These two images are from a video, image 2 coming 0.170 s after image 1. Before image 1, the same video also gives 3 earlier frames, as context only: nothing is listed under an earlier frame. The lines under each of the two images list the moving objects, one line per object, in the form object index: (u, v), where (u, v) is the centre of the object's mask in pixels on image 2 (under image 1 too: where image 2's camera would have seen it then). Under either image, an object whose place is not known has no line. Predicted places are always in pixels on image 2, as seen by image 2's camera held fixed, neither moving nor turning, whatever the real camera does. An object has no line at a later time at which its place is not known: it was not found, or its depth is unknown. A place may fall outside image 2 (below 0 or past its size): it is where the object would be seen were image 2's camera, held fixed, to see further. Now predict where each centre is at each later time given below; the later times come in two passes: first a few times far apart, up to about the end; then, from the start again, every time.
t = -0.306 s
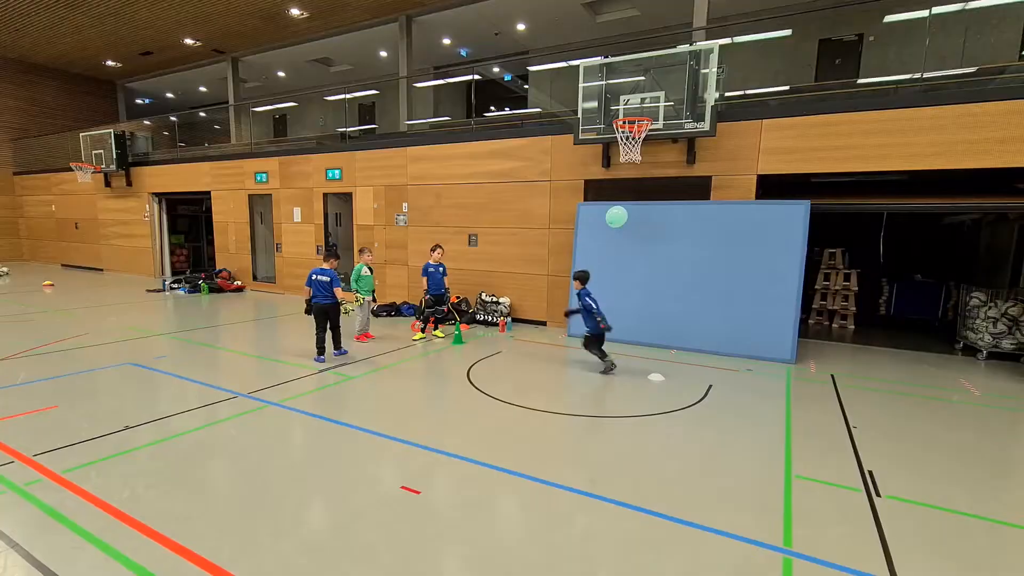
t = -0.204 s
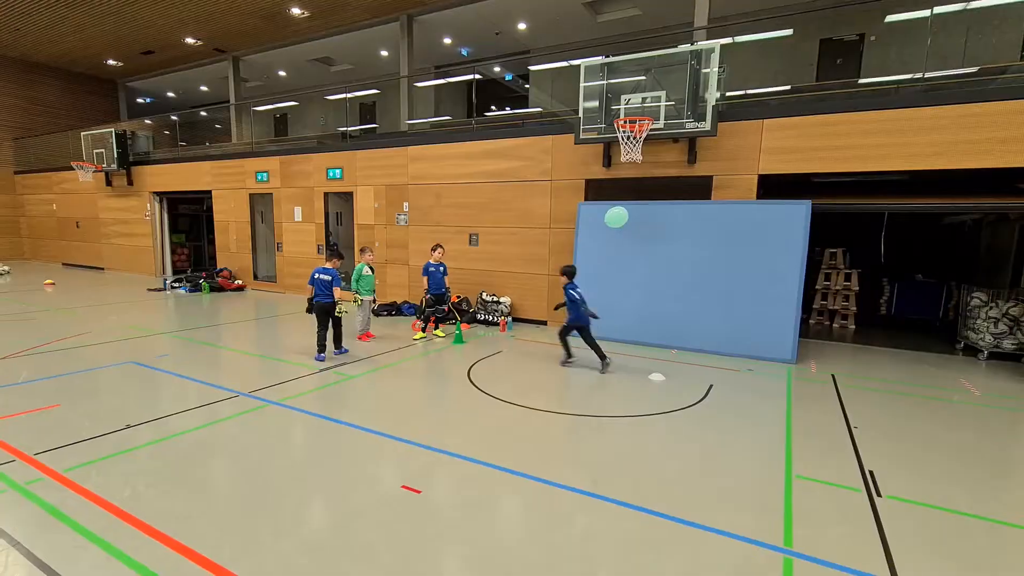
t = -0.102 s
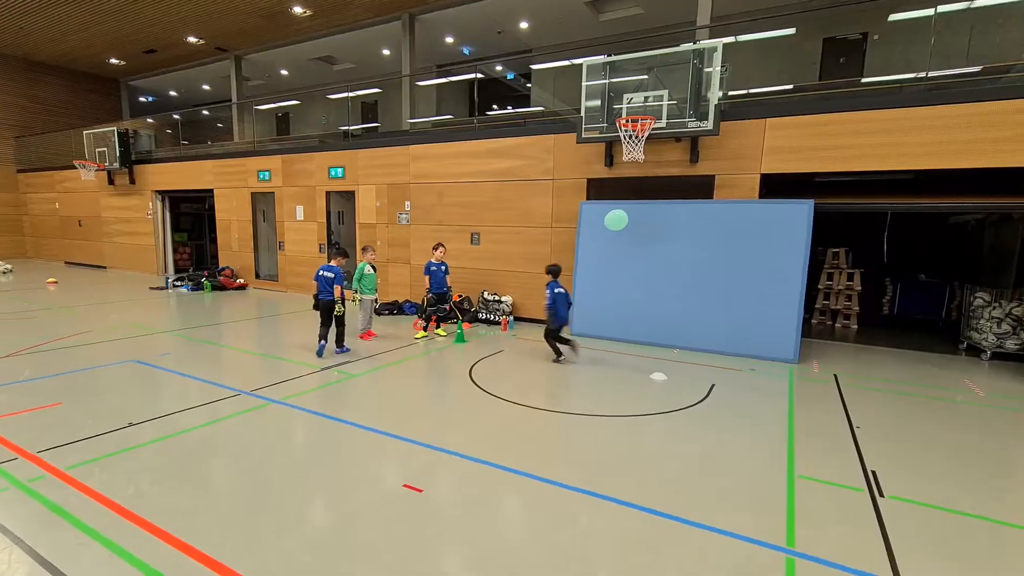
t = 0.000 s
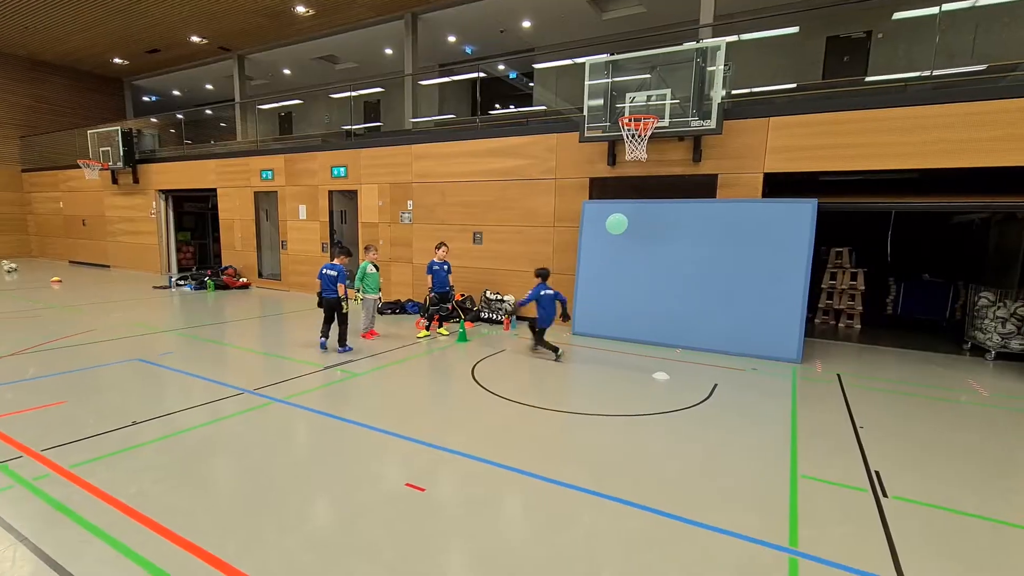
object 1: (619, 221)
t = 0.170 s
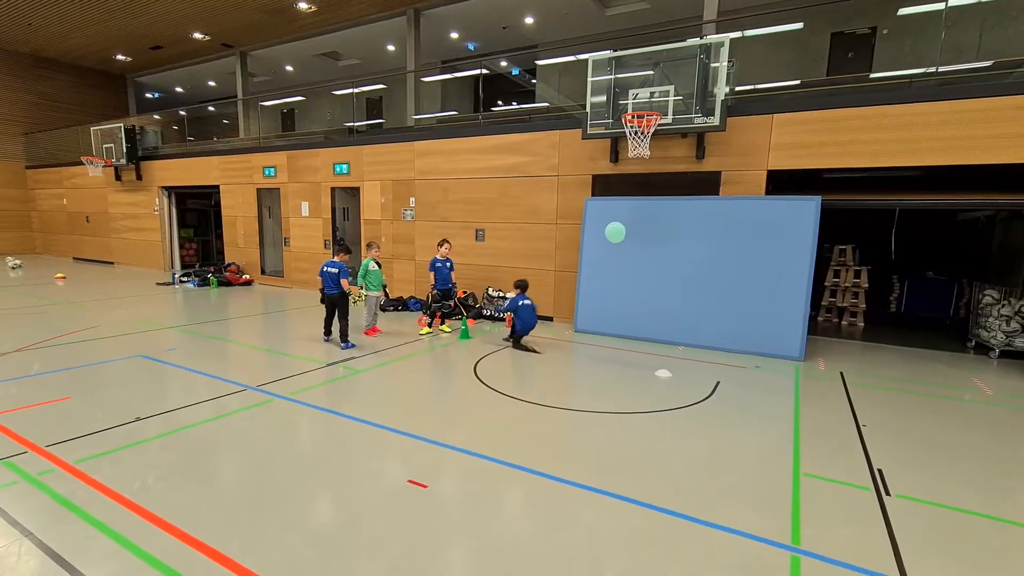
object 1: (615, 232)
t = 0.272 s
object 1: (613, 241)
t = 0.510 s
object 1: (612, 267)
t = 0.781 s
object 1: (615, 298)
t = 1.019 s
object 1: (620, 326)
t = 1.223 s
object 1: (623, 351)
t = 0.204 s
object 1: (614, 235)
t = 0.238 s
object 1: (614, 238)
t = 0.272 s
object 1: (613, 241)
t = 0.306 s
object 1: (613, 244)
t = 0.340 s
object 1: (612, 248)
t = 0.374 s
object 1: (612, 252)
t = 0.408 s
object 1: (612, 255)
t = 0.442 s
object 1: (612, 259)
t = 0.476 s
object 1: (612, 263)
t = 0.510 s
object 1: (612, 267)
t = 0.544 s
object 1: (612, 271)
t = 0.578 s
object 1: (612, 275)
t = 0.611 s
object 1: (612, 278)
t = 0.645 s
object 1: (613, 282)
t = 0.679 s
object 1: (613, 286)
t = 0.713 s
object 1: (614, 290)
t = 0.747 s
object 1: (614, 294)
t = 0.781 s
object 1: (615, 298)
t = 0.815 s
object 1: (616, 302)
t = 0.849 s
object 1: (616, 306)
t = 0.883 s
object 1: (617, 310)
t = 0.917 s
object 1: (618, 314)
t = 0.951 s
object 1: (619, 318)
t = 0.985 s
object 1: (619, 322)
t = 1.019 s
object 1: (620, 326)
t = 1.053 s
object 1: (621, 330)
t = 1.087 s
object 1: (621, 334)
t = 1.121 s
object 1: (622, 339)
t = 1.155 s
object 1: (623, 342)
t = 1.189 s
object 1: (623, 346)
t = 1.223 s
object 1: (623, 351)
